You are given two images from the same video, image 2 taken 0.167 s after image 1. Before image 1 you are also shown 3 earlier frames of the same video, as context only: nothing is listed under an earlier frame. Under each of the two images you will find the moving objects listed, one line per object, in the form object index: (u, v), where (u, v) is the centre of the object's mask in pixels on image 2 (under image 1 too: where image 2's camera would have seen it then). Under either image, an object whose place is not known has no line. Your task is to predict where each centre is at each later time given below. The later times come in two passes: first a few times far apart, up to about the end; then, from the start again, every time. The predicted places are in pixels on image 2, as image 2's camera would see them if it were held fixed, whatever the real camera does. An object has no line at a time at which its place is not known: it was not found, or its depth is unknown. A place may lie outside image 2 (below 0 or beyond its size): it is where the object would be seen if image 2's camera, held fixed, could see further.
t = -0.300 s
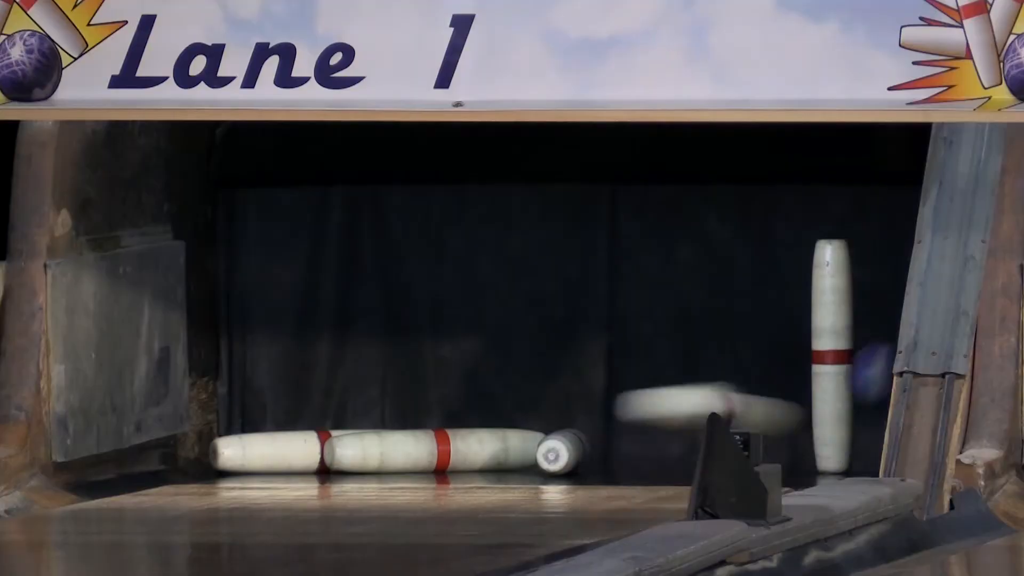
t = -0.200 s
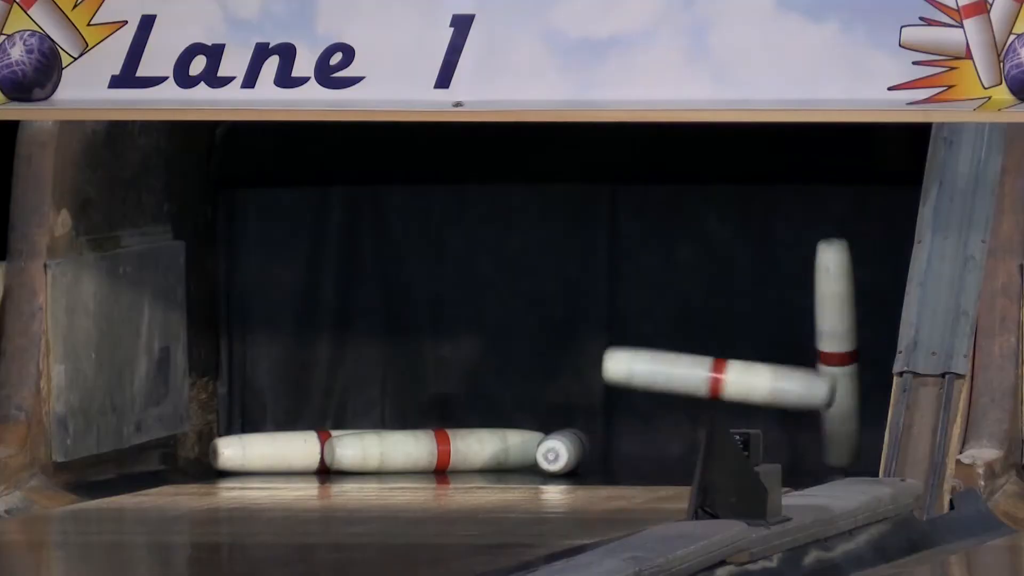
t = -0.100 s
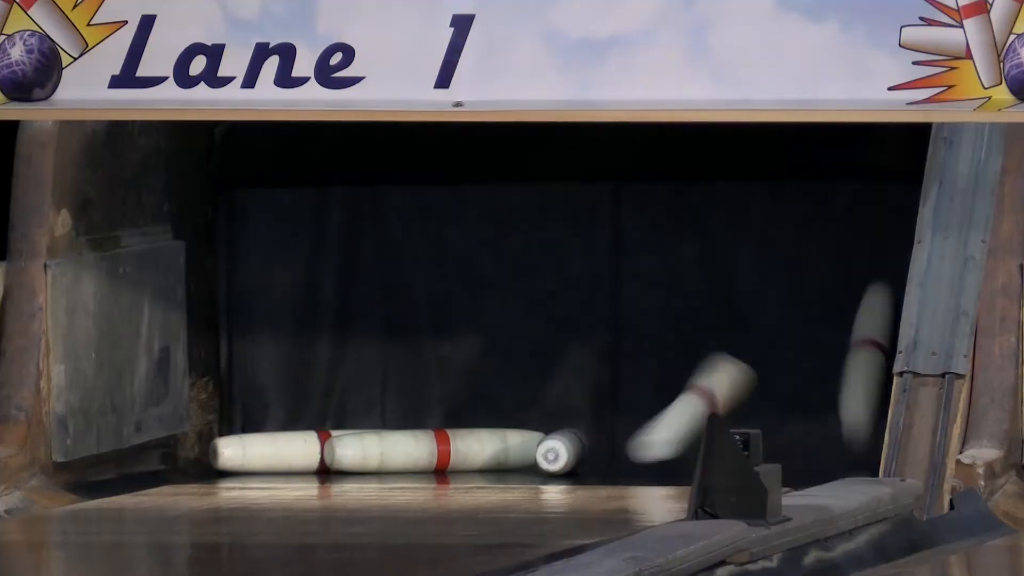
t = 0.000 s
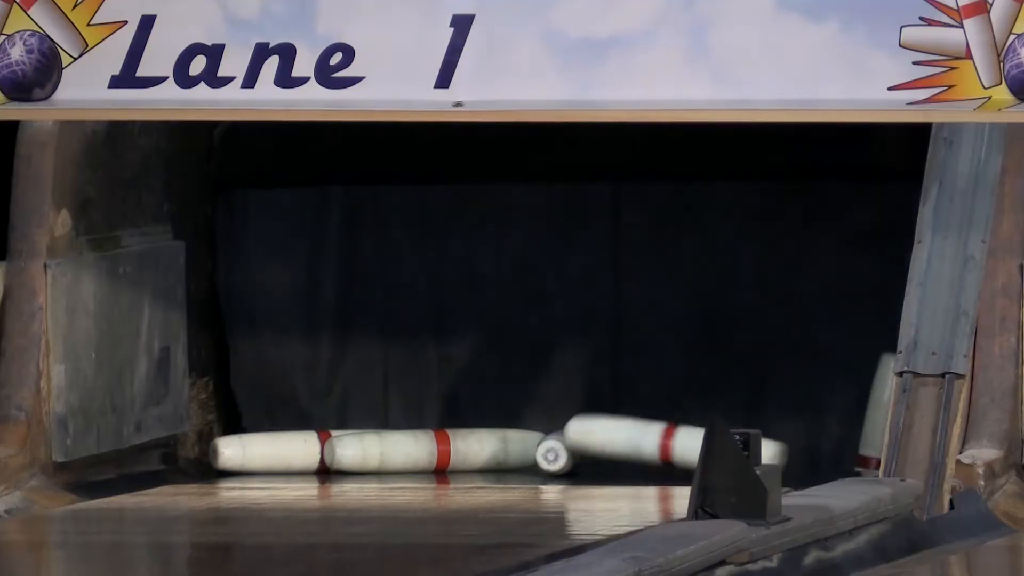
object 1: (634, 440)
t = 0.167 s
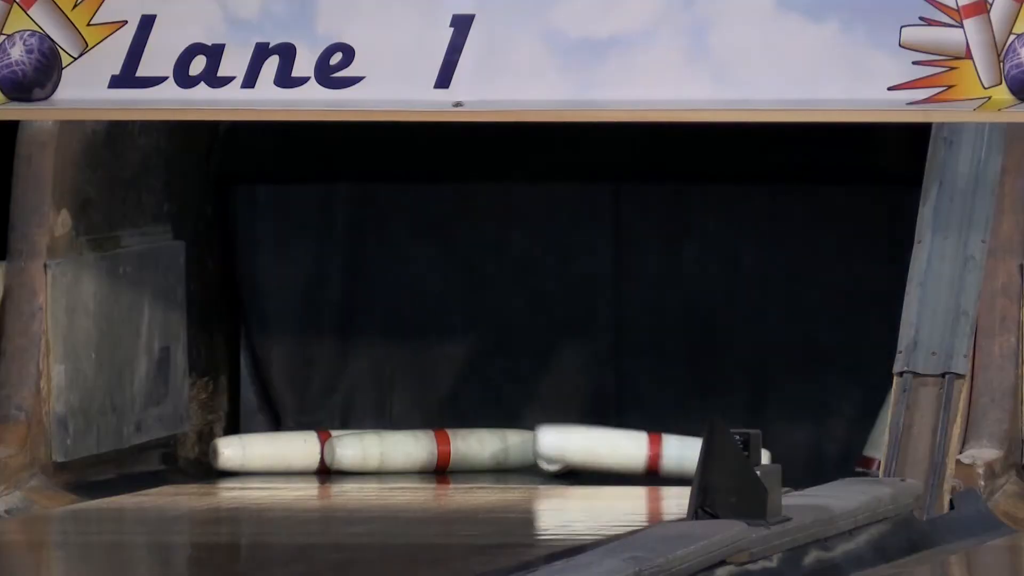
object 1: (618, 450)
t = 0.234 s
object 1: (629, 445)
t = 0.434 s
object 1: (604, 463)
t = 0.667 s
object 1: (595, 463)
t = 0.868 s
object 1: (581, 463)
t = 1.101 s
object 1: (559, 465)
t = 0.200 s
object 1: (620, 443)
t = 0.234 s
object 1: (629, 445)
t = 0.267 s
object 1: (642, 453)
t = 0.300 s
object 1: (636, 462)
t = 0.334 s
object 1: (629, 456)
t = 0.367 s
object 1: (614, 453)
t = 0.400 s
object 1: (606, 456)
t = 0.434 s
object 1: (604, 463)
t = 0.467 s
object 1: (613, 460)
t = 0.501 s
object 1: (621, 457)
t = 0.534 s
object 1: (614, 459)
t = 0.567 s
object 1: (605, 464)
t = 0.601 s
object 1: (602, 460)
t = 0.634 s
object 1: (599, 459)
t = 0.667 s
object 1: (595, 463)
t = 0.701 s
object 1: (583, 463)
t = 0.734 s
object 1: (582, 461)
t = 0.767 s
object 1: (584, 462)
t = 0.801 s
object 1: (587, 466)
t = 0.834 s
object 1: (585, 463)
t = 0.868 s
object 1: (581, 463)
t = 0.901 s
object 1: (577, 464)
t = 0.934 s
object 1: (571, 465)
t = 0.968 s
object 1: (567, 465)
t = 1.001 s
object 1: (565, 465)
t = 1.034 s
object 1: (562, 465)
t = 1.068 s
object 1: (560, 465)
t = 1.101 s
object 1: (559, 465)
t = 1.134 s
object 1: (558, 466)
